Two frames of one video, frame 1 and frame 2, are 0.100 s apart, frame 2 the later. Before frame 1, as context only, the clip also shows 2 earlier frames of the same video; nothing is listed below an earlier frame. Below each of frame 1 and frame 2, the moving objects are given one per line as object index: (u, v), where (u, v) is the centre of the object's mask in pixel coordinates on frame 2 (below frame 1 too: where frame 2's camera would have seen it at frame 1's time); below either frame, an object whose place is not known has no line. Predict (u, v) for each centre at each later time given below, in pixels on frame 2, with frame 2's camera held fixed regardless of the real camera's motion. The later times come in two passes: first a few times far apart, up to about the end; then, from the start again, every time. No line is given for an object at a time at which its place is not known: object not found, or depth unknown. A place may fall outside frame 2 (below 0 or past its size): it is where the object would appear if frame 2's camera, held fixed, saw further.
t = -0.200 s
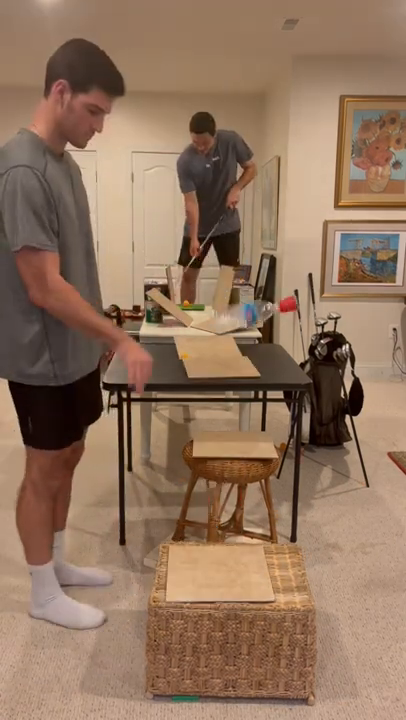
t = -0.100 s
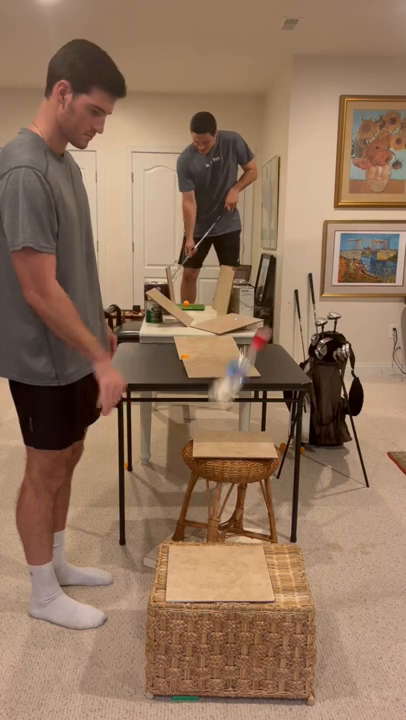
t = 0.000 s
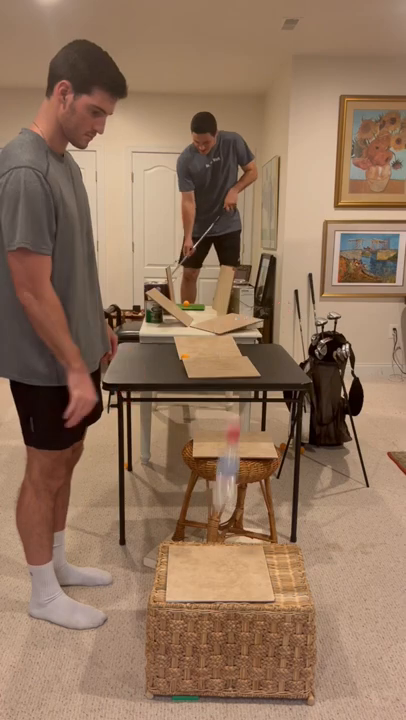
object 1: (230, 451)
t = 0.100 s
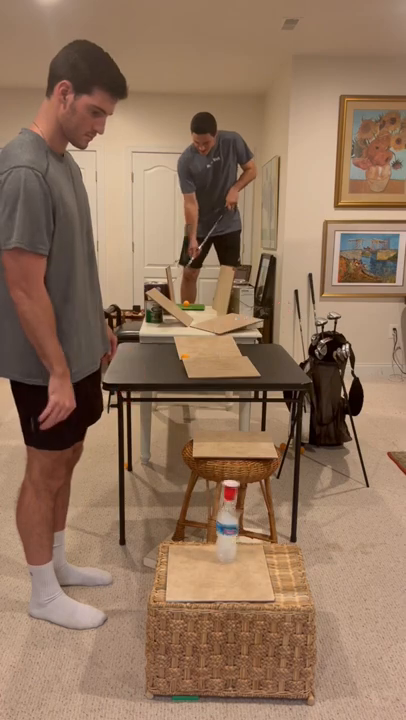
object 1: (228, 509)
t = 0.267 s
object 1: (240, 513)
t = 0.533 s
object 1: (221, 506)
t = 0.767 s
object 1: (227, 508)
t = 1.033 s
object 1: (227, 508)
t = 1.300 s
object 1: (227, 509)
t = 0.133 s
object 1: (232, 508)
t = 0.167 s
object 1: (235, 510)
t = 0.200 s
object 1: (239, 511)
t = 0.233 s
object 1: (239, 512)
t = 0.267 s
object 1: (240, 513)
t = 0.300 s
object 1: (241, 512)
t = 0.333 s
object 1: (241, 512)
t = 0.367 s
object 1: (239, 511)
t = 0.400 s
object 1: (235, 510)
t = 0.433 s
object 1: (229, 510)
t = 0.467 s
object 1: (223, 508)
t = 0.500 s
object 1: (221, 506)
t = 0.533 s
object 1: (221, 506)
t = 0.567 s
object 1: (224, 507)
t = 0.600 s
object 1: (228, 509)
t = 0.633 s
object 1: (230, 510)
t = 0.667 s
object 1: (230, 509)
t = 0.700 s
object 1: (228, 508)
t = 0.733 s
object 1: (226, 508)
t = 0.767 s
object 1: (227, 508)
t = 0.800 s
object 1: (228, 509)
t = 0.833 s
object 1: (227, 508)
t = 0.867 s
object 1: (227, 508)
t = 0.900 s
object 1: (227, 508)
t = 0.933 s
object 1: (227, 508)
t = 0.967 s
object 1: (227, 508)
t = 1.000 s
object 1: (227, 508)
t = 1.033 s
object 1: (227, 508)
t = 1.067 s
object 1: (227, 508)
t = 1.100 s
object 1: (227, 508)
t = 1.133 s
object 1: (227, 508)
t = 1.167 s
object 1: (227, 508)
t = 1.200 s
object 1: (227, 508)
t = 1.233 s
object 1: (227, 508)
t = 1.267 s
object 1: (227, 508)
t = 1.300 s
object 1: (227, 509)
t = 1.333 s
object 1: (227, 509)
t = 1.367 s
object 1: (227, 508)
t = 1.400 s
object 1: (227, 508)
